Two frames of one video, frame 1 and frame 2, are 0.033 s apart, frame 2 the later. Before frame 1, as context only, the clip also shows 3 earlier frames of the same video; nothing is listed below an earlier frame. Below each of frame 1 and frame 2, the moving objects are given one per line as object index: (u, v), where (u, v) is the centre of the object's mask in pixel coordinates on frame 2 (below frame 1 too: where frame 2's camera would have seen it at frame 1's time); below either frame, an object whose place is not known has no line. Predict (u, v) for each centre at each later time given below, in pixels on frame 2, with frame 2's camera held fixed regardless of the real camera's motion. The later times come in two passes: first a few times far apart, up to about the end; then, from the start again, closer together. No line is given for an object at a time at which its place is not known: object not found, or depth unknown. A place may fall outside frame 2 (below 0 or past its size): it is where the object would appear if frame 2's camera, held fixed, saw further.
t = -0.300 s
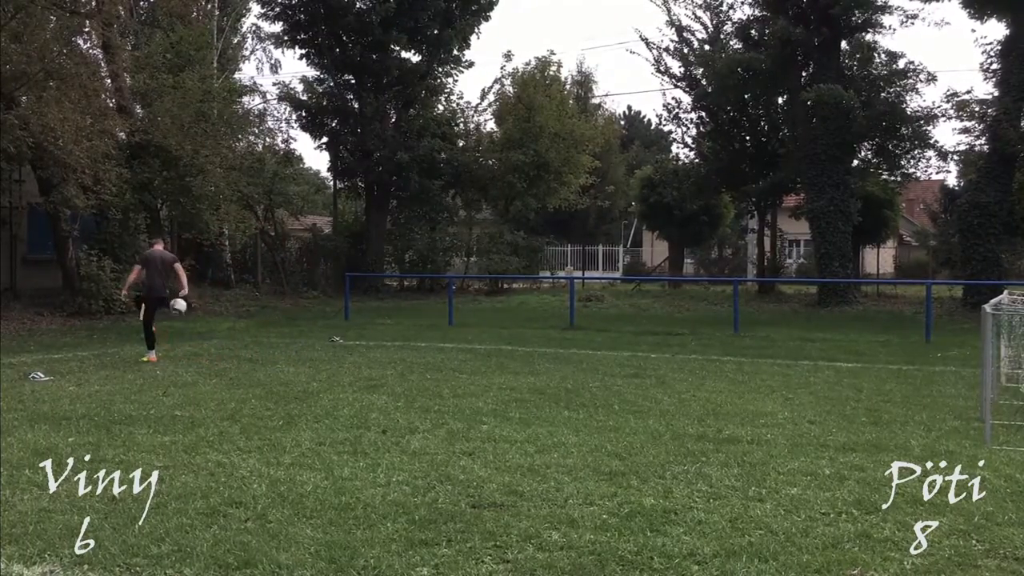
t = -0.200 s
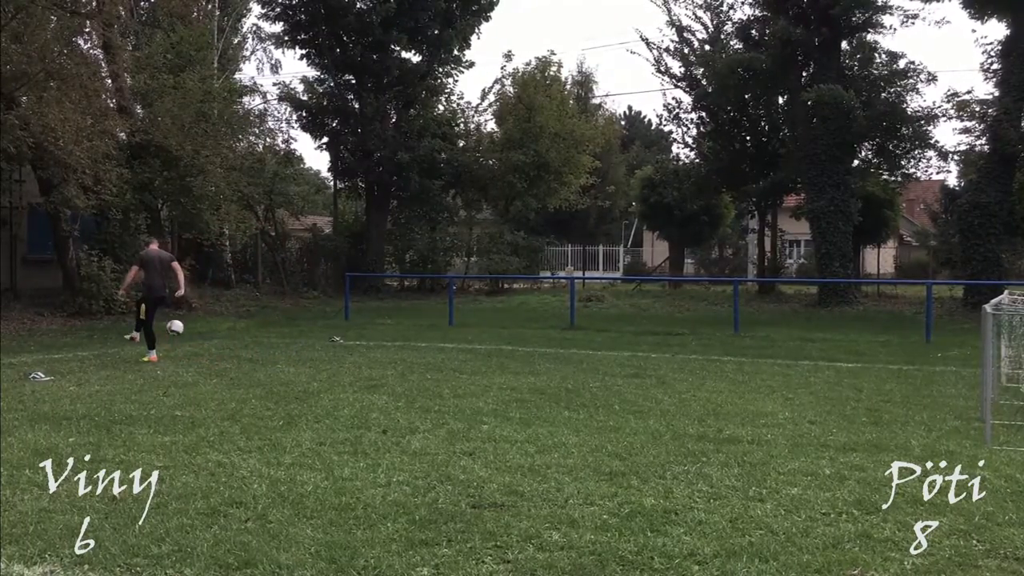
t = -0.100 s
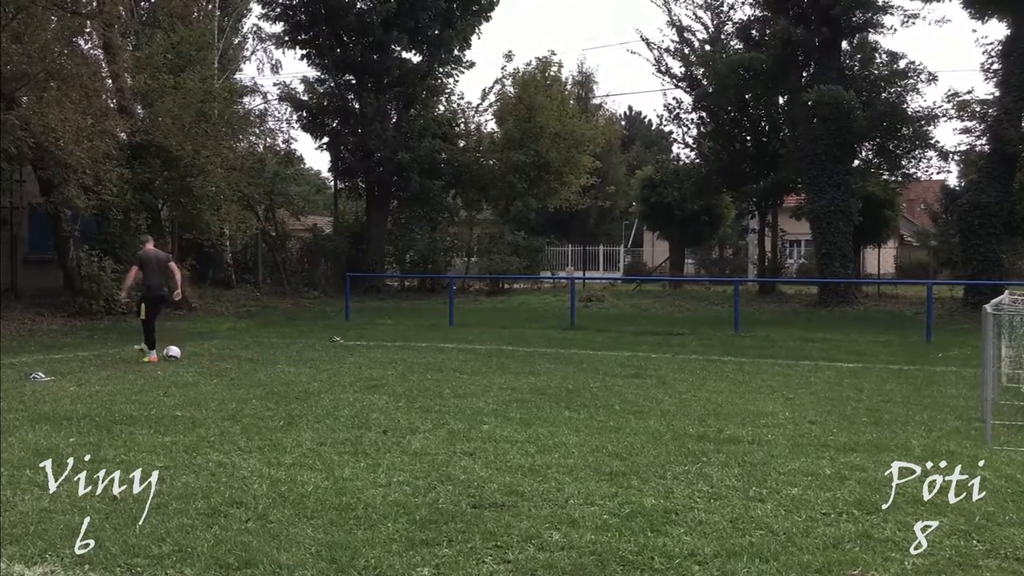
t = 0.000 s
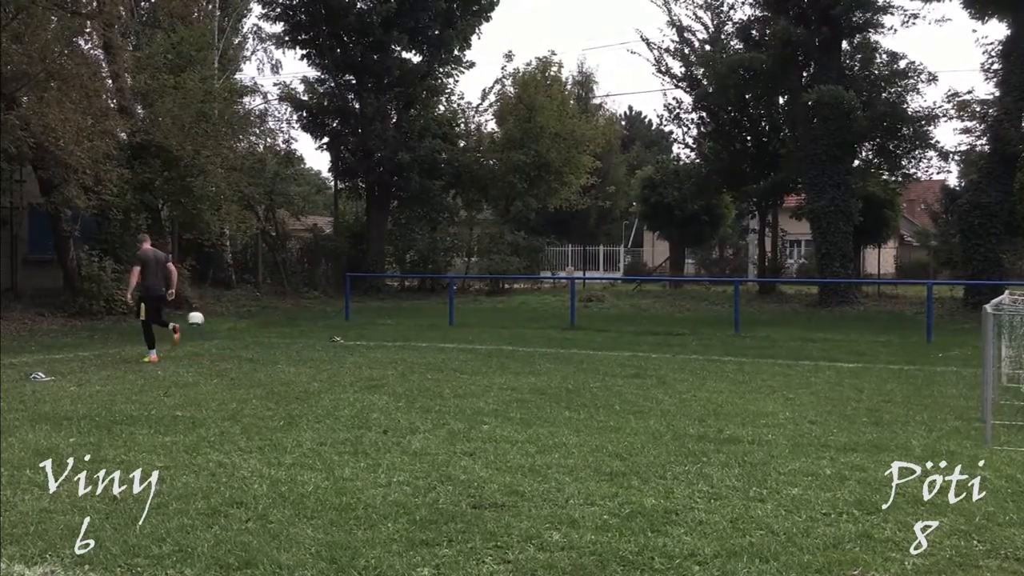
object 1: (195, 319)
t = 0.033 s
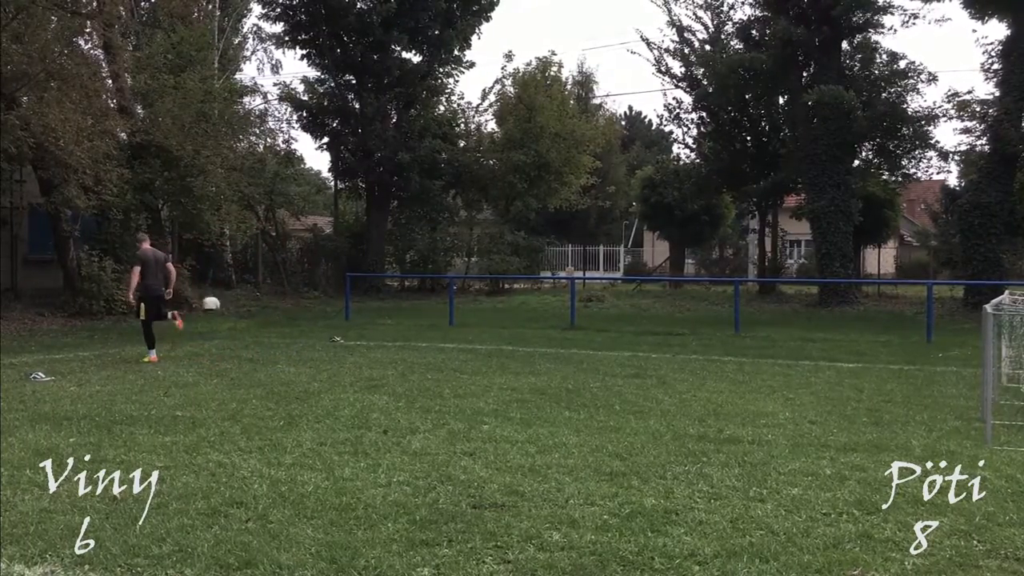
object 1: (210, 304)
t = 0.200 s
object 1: (294, 233)
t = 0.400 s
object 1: (408, 169)
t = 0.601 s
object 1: (545, 131)
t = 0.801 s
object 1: (712, 132)
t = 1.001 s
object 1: (921, 182)
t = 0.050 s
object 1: (218, 296)
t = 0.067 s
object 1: (226, 289)
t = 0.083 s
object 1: (234, 281)
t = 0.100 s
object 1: (243, 274)
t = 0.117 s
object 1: (251, 268)
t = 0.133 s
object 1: (259, 260)
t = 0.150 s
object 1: (267, 254)
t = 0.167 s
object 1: (276, 247)
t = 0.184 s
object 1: (285, 240)
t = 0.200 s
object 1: (294, 233)
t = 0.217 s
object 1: (304, 226)
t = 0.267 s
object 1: (330, 209)
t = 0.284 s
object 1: (339, 204)
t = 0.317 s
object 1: (359, 192)
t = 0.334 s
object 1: (368, 189)
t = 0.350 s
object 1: (378, 184)
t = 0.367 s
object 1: (388, 179)
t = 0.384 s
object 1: (399, 174)
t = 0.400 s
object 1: (408, 169)
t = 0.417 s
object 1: (419, 165)
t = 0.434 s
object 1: (430, 161)
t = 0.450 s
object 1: (441, 157)
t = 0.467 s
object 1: (452, 153)
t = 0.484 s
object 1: (463, 149)
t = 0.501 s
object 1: (475, 146)
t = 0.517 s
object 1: (487, 142)
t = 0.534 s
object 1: (497, 140)
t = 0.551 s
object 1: (510, 137)
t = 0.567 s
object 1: (521, 135)
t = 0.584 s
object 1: (533, 133)
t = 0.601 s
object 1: (545, 131)
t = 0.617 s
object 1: (559, 128)
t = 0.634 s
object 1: (571, 128)
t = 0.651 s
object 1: (584, 127)
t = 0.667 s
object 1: (598, 127)
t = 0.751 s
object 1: (668, 129)
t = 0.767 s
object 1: (681, 129)
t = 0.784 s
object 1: (696, 130)
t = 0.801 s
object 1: (712, 132)
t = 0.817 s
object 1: (728, 134)
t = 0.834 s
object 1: (744, 137)
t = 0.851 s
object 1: (760, 139)
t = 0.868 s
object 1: (776, 142)
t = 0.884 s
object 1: (793, 146)
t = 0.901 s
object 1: (810, 149)
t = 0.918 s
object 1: (828, 153)
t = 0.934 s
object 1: (845, 158)
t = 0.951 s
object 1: (864, 163)
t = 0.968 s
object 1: (883, 167)
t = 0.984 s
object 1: (902, 175)
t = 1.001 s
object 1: (921, 182)
